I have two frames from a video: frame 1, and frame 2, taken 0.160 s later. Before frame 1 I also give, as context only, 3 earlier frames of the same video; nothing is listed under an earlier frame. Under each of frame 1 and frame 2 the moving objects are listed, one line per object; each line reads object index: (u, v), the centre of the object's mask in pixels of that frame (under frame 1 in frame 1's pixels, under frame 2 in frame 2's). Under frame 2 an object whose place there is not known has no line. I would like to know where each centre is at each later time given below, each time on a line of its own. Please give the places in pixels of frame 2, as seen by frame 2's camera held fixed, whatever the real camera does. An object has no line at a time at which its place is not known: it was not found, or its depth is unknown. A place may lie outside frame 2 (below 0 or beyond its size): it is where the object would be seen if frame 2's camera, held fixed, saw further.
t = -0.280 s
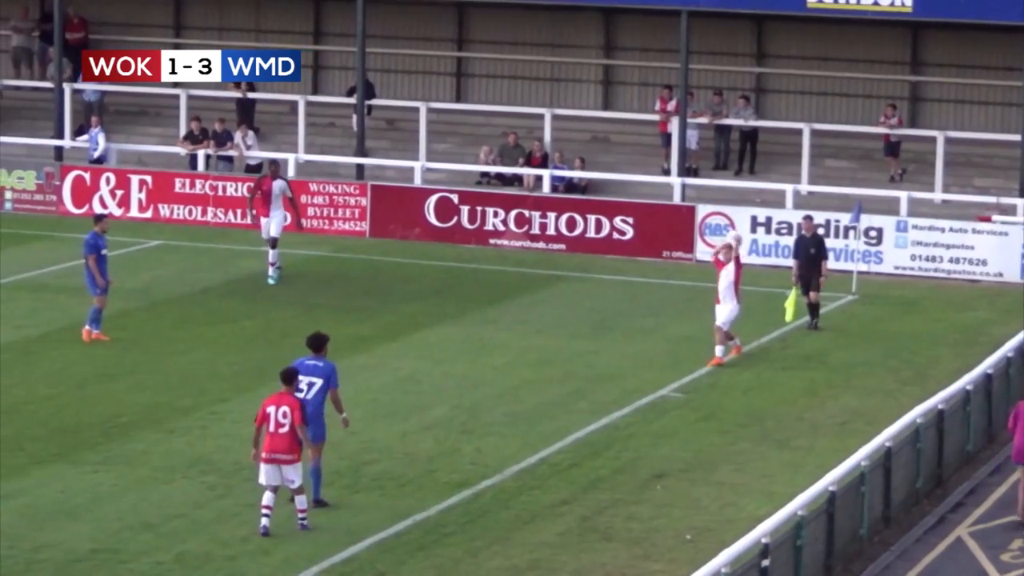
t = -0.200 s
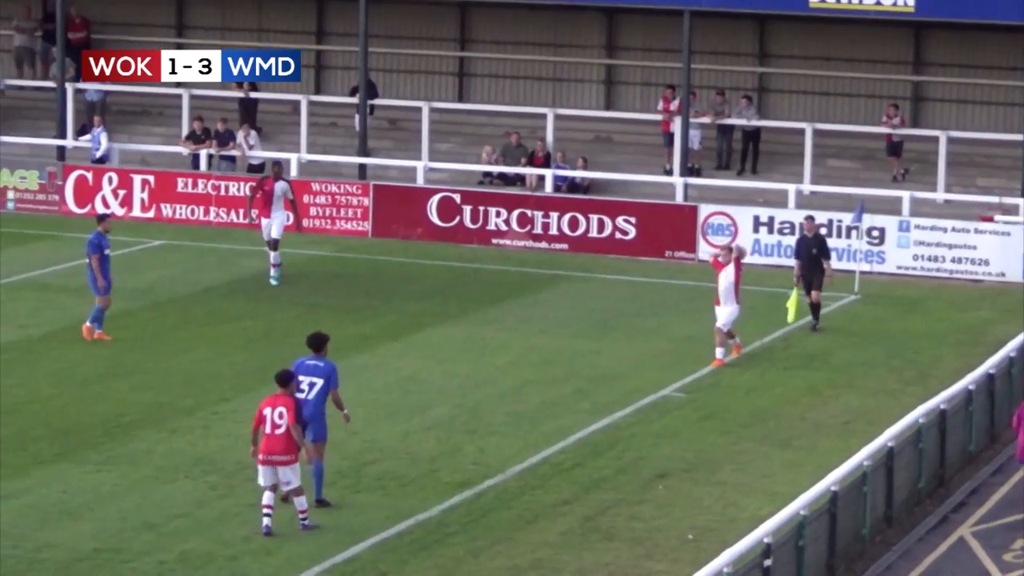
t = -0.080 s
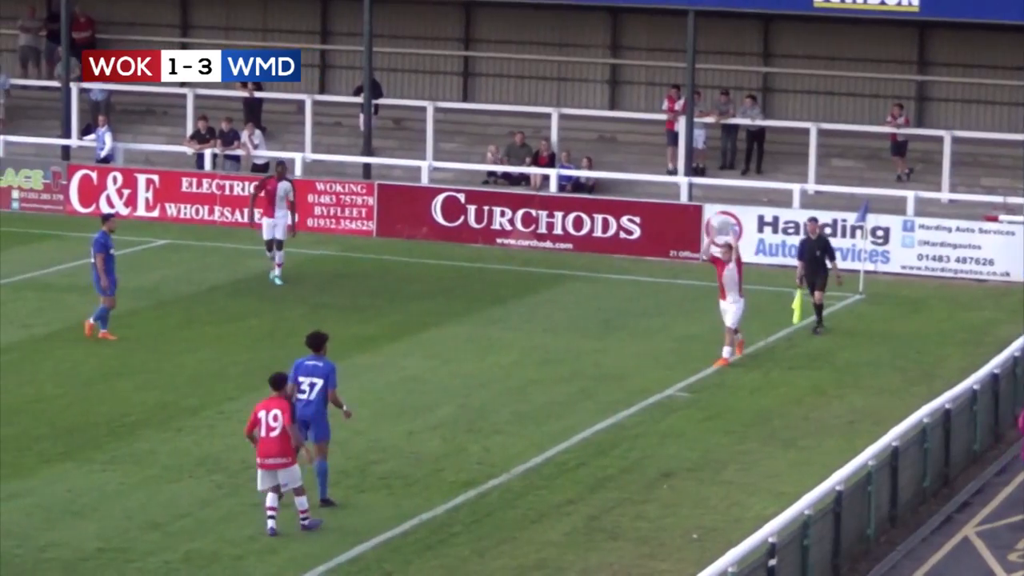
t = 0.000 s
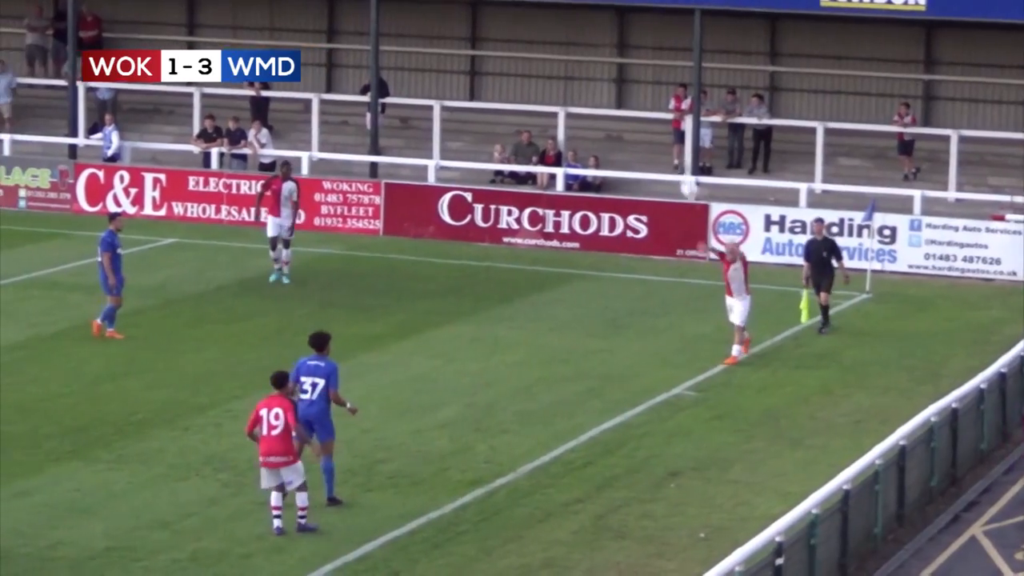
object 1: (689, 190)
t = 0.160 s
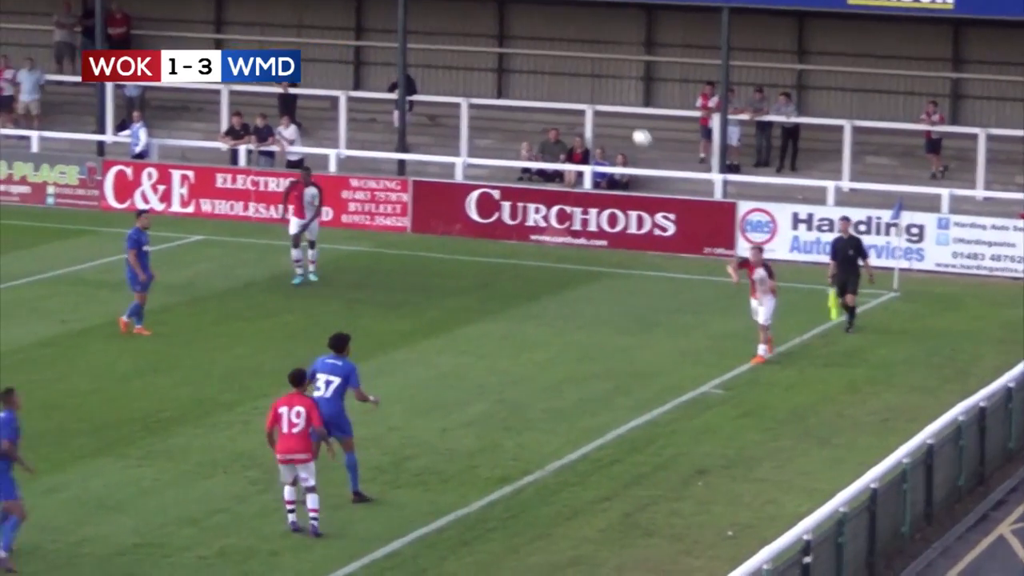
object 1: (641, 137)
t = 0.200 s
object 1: (624, 128)
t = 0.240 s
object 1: (607, 119)
